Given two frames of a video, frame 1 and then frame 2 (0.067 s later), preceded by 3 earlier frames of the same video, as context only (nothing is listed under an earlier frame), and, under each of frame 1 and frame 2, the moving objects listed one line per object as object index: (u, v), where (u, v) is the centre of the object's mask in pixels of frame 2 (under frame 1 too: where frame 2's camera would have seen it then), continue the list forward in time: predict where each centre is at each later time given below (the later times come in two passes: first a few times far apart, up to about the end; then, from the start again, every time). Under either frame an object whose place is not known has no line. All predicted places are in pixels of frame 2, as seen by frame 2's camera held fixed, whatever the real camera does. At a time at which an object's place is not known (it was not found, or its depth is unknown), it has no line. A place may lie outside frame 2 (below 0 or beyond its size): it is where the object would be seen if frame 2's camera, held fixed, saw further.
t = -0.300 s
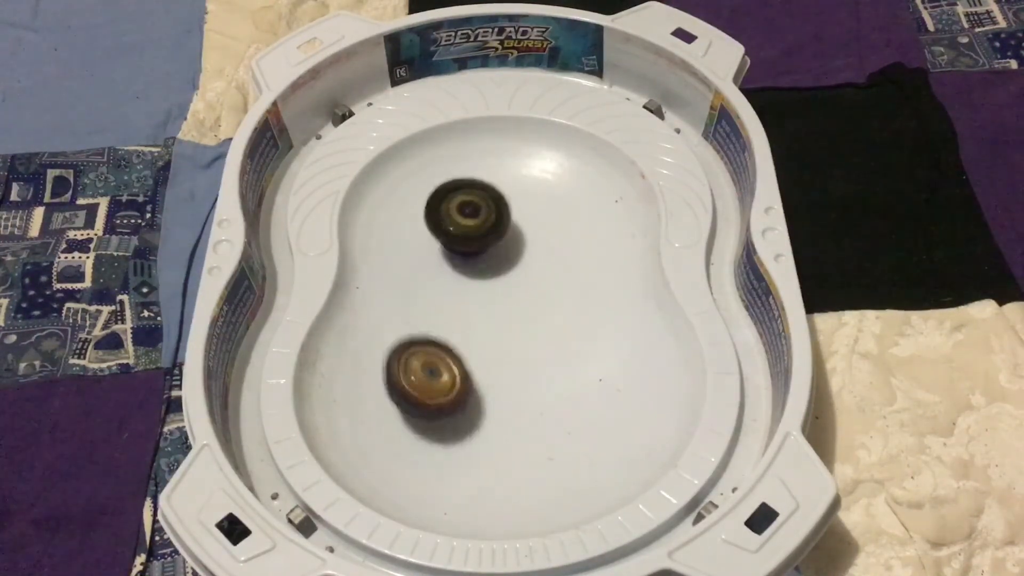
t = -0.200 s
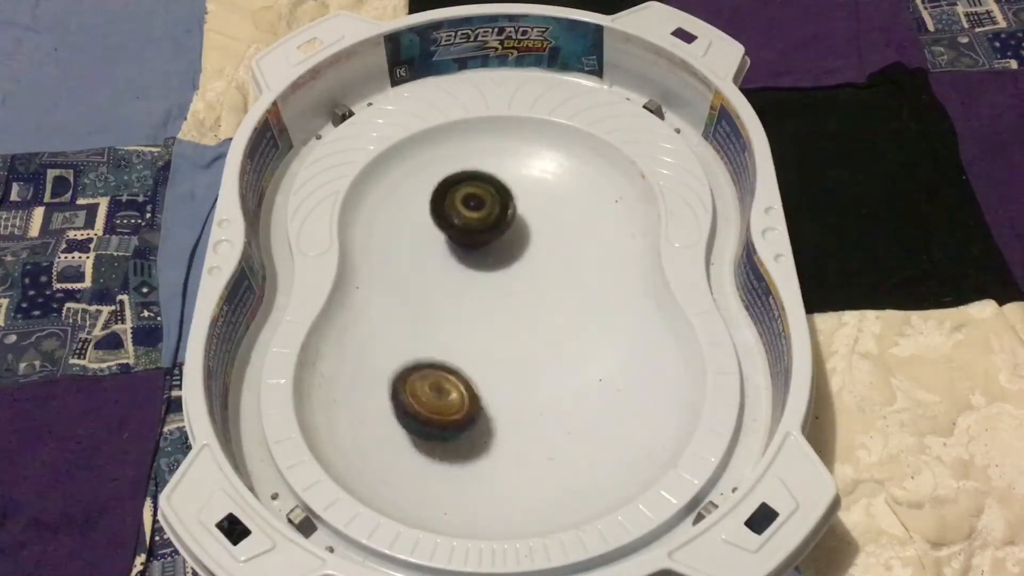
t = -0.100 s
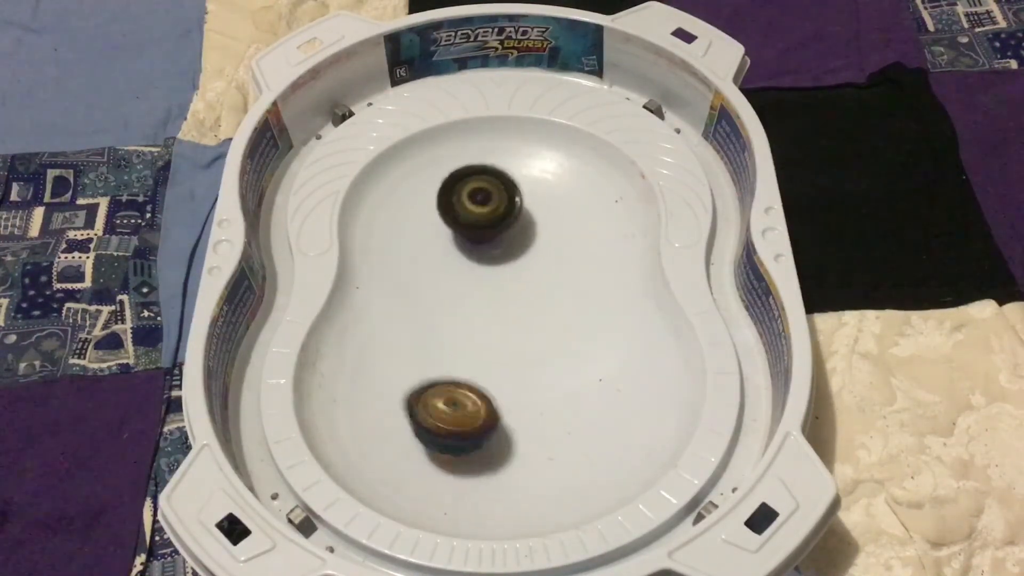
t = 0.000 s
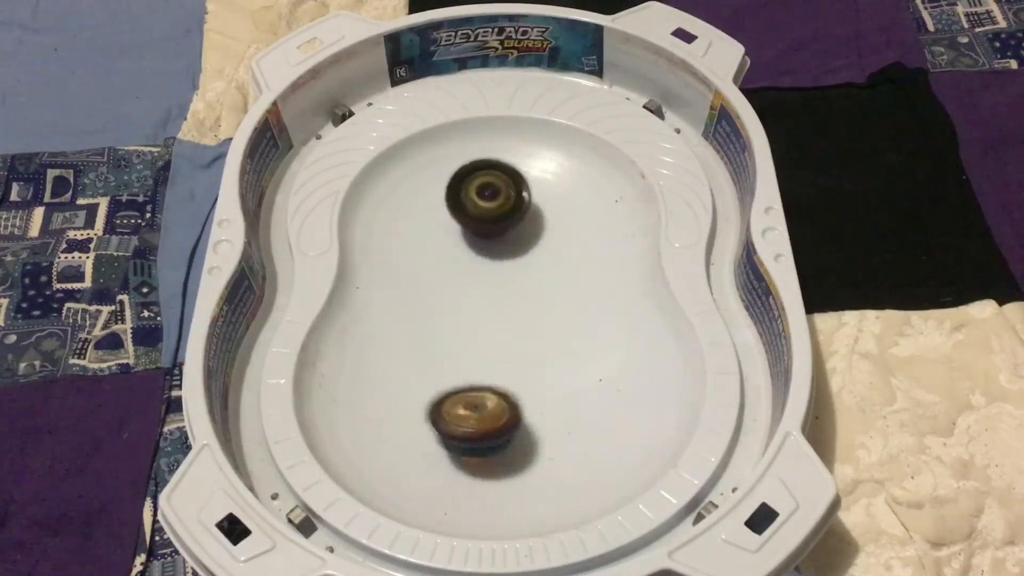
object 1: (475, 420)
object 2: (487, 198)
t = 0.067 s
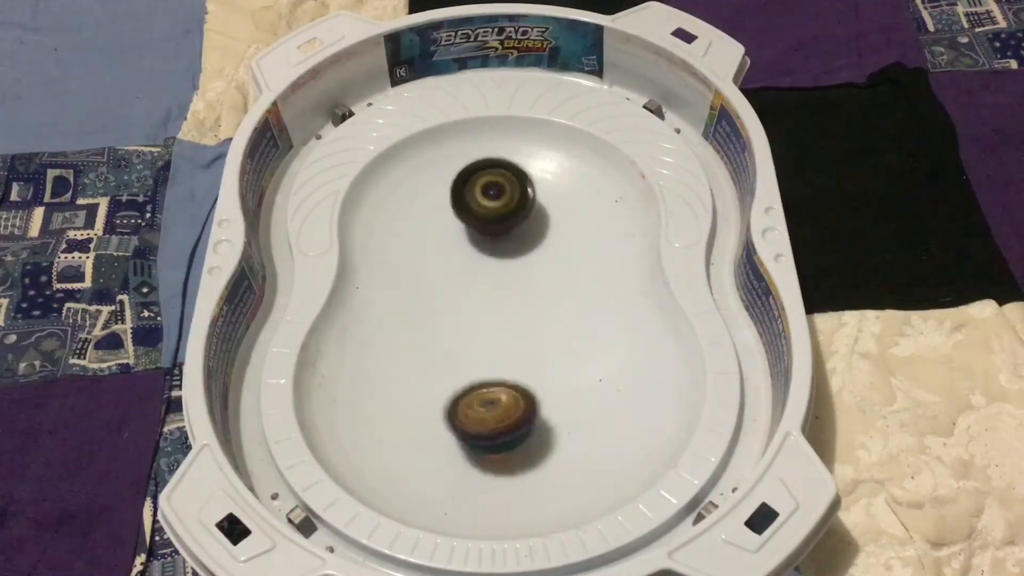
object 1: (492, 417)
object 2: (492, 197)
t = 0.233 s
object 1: (526, 387)
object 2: (504, 199)
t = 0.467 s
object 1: (525, 331)
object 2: (513, 212)
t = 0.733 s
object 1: (447, 291)
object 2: (494, 229)
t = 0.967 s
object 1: (393, 273)
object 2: (472, 235)
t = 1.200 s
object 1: (415, 312)
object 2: (487, 222)
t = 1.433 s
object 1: (531, 349)
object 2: (521, 199)
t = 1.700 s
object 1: (625, 347)
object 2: (523, 193)
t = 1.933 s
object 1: (588, 352)
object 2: (502, 208)
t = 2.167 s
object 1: (491, 382)
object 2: (465, 225)
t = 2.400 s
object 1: (413, 423)
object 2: (440, 241)
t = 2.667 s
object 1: (424, 425)
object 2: (454, 264)
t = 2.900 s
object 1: (471, 367)
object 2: (492, 280)
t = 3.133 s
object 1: (482, 368)
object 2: (544, 234)
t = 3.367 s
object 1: (467, 364)
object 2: (565, 190)
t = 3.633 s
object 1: (464, 365)
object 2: (503, 182)
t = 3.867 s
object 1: (479, 370)
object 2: (440, 210)
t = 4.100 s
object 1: (500, 364)
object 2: (423, 243)
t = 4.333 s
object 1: (503, 361)
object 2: (458, 280)
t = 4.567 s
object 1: (505, 384)
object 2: (515, 276)
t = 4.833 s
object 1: (509, 399)
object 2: (547, 262)
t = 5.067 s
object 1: (496, 387)
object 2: (524, 256)
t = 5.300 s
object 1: (471, 371)
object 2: (472, 252)
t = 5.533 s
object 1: (450, 368)
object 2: (449, 246)
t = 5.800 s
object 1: (462, 373)
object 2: (481, 242)
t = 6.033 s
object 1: (487, 365)
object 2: (523, 240)
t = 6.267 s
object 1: (496, 345)
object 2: (530, 242)
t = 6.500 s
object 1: (478, 332)
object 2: (495, 248)
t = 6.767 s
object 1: (460, 329)
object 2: (452, 247)
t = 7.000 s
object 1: (476, 333)
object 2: (458, 247)
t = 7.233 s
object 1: (498, 330)
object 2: (496, 249)
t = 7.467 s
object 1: (509, 324)
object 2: (526, 245)
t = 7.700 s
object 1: (501, 322)
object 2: (523, 245)
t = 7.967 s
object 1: (485, 330)
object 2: (485, 244)
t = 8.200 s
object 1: (485, 344)
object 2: (461, 237)
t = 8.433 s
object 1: (501, 352)
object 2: (474, 232)
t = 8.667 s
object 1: (514, 354)
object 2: (506, 232)
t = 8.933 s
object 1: (513, 356)
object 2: (514, 241)
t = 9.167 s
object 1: (503, 371)
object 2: (486, 251)
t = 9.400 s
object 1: (493, 387)
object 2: (461, 251)
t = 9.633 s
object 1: (480, 387)
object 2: (465, 253)
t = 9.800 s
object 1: (473, 376)
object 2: (484, 257)
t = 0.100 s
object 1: (500, 413)
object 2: (495, 196)
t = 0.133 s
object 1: (508, 408)
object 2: (498, 196)
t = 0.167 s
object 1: (514, 401)
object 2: (500, 196)
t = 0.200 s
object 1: (521, 394)
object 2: (502, 197)
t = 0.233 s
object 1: (526, 387)
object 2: (504, 199)
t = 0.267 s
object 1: (530, 380)
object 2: (507, 200)
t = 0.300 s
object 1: (532, 371)
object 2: (509, 201)
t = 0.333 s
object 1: (534, 363)
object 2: (510, 203)
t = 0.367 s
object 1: (535, 354)
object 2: (511, 205)
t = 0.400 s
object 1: (534, 346)
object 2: (512, 207)
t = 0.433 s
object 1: (530, 338)
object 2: (512, 209)
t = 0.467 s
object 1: (525, 331)
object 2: (513, 212)
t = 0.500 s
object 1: (519, 325)
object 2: (513, 214)
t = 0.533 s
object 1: (510, 319)
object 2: (512, 216)
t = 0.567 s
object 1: (502, 314)
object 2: (510, 218)
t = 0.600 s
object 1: (492, 309)
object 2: (508, 221)
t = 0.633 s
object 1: (480, 303)
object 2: (506, 223)
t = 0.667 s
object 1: (468, 299)
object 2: (503, 224)
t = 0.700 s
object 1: (458, 296)
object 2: (499, 227)
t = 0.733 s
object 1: (447, 291)
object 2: (494, 229)
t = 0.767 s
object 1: (435, 286)
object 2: (490, 231)
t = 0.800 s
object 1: (425, 286)
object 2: (487, 232)
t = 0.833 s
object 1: (413, 281)
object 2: (484, 233)
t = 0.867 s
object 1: (406, 278)
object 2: (481, 233)
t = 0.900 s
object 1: (400, 275)
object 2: (477, 234)
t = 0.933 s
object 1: (395, 273)
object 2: (474, 235)
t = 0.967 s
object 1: (393, 273)
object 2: (472, 235)
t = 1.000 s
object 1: (392, 274)
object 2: (469, 236)
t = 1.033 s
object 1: (393, 275)
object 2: (467, 236)
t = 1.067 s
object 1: (391, 281)
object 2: (469, 235)
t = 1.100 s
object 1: (392, 291)
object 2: (474, 233)
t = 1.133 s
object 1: (399, 300)
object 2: (477, 229)
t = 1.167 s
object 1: (407, 306)
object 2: (482, 226)
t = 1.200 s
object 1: (415, 312)
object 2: (487, 222)
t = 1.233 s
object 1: (425, 318)
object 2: (493, 218)
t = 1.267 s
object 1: (437, 324)
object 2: (498, 215)
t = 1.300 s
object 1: (452, 329)
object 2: (503, 211)
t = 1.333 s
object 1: (470, 335)
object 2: (508, 208)
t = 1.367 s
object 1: (490, 341)
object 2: (514, 205)
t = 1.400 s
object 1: (511, 345)
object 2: (518, 201)
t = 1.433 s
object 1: (531, 349)
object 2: (521, 199)
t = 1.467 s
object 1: (552, 351)
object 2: (524, 197)
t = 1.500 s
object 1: (572, 353)
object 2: (526, 195)
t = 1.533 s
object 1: (589, 351)
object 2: (527, 193)
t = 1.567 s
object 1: (603, 350)
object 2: (527, 193)
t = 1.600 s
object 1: (612, 349)
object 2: (527, 192)
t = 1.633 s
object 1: (619, 348)
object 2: (527, 191)
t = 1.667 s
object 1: (623, 347)
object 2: (525, 192)
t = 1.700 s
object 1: (625, 347)
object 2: (523, 193)
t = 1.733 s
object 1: (625, 347)
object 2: (521, 194)
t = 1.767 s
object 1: (623, 348)
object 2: (519, 196)
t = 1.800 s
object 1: (618, 349)
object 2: (516, 198)
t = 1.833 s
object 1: (612, 350)
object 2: (513, 201)
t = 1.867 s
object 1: (605, 350)
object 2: (510, 203)
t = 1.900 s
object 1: (597, 351)
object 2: (506, 205)
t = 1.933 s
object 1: (588, 352)
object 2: (502, 208)
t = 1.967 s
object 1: (580, 353)
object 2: (497, 211)
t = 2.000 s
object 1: (569, 356)
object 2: (493, 213)
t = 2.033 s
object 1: (556, 360)
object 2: (487, 215)
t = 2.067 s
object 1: (540, 365)
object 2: (481, 218)
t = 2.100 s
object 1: (524, 370)
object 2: (476, 221)
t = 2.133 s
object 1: (507, 377)
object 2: (471, 223)
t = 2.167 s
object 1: (491, 382)
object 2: (465, 225)
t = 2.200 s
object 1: (476, 389)
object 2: (459, 228)
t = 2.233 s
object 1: (460, 396)
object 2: (455, 230)
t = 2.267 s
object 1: (446, 403)
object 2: (450, 232)
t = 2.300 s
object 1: (435, 411)
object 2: (446, 234)
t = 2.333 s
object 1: (425, 415)
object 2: (444, 237)
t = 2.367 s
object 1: (417, 420)
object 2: (442, 239)
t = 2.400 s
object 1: (413, 423)
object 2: (440, 241)
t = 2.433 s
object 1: (409, 425)
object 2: (439, 244)
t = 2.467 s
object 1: (406, 427)
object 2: (440, 247)
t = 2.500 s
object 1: (406, 429)
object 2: (441, 249)
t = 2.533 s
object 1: (406, 430)
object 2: (442, 253)
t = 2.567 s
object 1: (409, 430)
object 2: (444, 255)
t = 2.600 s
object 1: (413, 429)
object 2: (448, 258)
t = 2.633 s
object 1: (418, 428)
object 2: (450, 260)
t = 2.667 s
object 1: (424, 425)
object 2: (454, 264)
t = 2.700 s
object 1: (430, 421)
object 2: (460, 266)
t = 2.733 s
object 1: (436, 417)
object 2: (464, 268)
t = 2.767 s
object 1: (442, 410)
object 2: (469, 271)
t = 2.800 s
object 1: (448, 403)
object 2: (476, 273)
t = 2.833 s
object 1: (456, 392)
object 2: (481, 275)
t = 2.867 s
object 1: (464, 381)
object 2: (486, 278)
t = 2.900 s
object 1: (471, 367)
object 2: (492, 280)
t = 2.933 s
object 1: (476, 362)
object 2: (500, 275)
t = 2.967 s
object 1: (480, 369)
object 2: (506, 265)
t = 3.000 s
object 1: (483, 373)
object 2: (515, 259)
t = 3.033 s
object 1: (487, 374)
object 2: (522, 252)
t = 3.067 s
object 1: (488, 372)
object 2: (529, 246)
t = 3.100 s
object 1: (485, 368)
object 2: (536, 239)
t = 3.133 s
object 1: (482, 368)
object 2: (544, 234)
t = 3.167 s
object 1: (482, 366)
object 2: (550, 227)
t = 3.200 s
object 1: (480, 364)
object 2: (556, 220)
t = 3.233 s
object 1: (475, 364)
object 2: (561, 214)
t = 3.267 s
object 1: (474, 365)
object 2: (564, 207)
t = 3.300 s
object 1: (473, 364)
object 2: (567, 201)
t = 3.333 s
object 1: (469, 363)
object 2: (567, 195)
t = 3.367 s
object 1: (467, 364)
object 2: (565, 190)
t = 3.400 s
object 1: (466, 364)
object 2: (562, 186)
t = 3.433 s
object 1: (465, 363)
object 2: (557, 181)
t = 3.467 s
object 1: (463, 364)
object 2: (549, 178)
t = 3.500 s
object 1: (463, 364)
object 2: (541, 178)
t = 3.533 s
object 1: (463, 364)
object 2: (532, 177)
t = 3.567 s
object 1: (462, 365)
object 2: (522, 178)
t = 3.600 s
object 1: (463, 366)
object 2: (513, 180)
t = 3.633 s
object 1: (464, 365)
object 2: (503, 182)
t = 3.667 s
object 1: (466, 366)
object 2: (492, 186)
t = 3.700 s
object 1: (467, 367)
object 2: (482, 189)
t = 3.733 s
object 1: (470, 368)
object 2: (473, 193)
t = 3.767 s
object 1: (472, 368)
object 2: (463, 197)
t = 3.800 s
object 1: (474, 369)
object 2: (455, 202)
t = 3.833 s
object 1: (477, 369)
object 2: (447, 206)
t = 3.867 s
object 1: (479, 370)
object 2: (440, 210)
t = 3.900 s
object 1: (483, 369)
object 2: (435, 214)
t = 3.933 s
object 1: (486, 369)
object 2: (429, 219)
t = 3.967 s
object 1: (489, 368)
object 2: (425, 224)
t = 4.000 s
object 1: (492, 368)
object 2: (423, 229)
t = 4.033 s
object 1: (495, 367)
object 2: (421, 233)
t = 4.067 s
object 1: (498, 366)
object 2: (421, 239)
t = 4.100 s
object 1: (500, 364)
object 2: (423, 243)
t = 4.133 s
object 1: (502, 364)
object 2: (424, 249)
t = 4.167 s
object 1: (503, 363)
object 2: (428, 255)
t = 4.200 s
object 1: (504, 363)
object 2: (432, 260)
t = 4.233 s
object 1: (505, 363)
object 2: (437, 265)
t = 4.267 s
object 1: (505, 362)
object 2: (444, 271)
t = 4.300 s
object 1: (505, 362)
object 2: (452, 275)
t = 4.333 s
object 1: (503, 361)
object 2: (458, 280)
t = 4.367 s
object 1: (503, 362)
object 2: (467, 283)
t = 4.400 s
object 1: (503, 363)
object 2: (474, 286)
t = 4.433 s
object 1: (505, 367)
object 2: (484, 284)
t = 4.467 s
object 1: (507, 371)
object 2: (493, 282)
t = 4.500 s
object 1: (507, 374)
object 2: (498, 280)
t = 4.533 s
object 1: (505, 379)
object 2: (507, 278)
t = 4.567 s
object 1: (505, 384)
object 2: (515, 276)
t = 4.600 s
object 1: (507, 388)
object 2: (521, 274)
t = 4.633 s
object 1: (506, 390)
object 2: (529, 271)
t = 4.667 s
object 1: (505, 392)
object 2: (533, 270)
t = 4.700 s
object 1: (506, 396)
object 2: (539, 269)
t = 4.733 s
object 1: (508, 398)
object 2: (543, 266)
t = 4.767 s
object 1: (508, 399)
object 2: (544, 266)
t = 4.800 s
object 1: (507, 400)
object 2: (547, 263)
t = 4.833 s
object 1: (509, 399)
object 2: (547, 262)
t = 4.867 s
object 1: (508, 399)
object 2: (547, 261)
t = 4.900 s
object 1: (507, 398)
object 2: (545, 259)
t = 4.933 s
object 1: (506, 396)
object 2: (543, 258)
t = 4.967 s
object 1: (505, 393)
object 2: (541, 258)
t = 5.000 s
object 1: (501, 391)
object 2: (535, 257)
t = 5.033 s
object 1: (499, 389)
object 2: (531, 257)
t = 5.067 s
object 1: (496, 387)
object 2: (524, 256)
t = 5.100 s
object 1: (493, 383)
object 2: (517, 256)
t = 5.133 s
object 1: (489, 381)
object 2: (510, 256)
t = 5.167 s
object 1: (486, 378)
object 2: (501, 255)
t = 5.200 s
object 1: (483, 376)
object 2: (494, 255)
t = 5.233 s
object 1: (480, 374)
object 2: (486, 254)
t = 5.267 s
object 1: (476, 371)
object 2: (479, 253)
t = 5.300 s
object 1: (471, 371)
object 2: (472, 252)
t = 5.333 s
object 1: (467, 370)
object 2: (465, 251)
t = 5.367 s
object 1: (464, 370)
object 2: (460, 250)
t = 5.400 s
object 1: (460, 368)
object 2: (455, 249)
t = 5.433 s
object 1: (457, 368)
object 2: (452, 248)
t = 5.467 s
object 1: (453, 368)
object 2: (451, 247)
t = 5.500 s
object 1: (452, 368)
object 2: (449, 247)
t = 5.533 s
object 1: (450, 368)
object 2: (449, 246)
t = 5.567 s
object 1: (449, 369)
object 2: (450, 246)
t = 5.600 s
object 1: (449, 370)
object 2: (452, 246)
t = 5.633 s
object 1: (450, 370)
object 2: (454, 245)
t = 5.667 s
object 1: (451, 371)
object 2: (458, 245)
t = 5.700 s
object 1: (453, 372)
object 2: (463, 244)
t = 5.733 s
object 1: (456, 373)
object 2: (468, 244)
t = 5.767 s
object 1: (459, 373)
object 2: (475, 243)
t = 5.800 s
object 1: (462, 373)
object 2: (481, 242)
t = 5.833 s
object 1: (465, 374)
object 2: (489, 242)
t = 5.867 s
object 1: (469, 374)
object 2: (494, 240)
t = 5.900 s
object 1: (472, 373)
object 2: (502, 240)
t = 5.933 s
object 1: (476, 371)
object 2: (508, 240)
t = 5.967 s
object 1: (479, 370)
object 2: (514, 240)
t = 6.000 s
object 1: (483, 368)
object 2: (520, 240)
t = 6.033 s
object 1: (487, 365)
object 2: (523, 240)
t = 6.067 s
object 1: (490, 363)
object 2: (529, 240)
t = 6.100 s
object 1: (492, 360)
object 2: (530, 240)
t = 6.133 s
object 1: (494, 357)
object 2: (532, 240)
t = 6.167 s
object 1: (496, 353)
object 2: (533, 240)
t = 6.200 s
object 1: (496, 351)
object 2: (533, 241)
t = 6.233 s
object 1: (496, 348)
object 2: (533, 241)
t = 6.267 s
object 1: (496, 345)
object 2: (530, 242)
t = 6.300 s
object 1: (495, 342)
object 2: (529, 243)
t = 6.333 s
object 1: (492, 340)
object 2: (524, 244)
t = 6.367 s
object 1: (490, 339)
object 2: (521, 245)
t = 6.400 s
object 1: (487, 337)
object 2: (515, 245)
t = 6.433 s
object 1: (485, 335)
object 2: (509, 246)
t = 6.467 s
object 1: (481, 333)
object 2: (503, 247)
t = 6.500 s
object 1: (478, 332)
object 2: (495, 248)
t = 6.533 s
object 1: (474, 332)
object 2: (489, 247)
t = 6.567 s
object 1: (471, 331)
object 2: (481, 248)
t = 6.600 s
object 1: (468, 331)
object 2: (476, 248)
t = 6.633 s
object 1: (465, 330)
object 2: (468, 248)
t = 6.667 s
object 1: (463, 329)
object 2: (463, 248)
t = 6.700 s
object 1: (461, 329)
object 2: (458, 247)
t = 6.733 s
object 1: (461, 329)
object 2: (454, 247)
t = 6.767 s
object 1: (460, 329)
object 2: (452, 247)
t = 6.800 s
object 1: (461, 330)
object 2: (450, 247)
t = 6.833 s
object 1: (461, 329)
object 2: (449, 247)
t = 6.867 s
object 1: (464, 331)
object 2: (449, 247)
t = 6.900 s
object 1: (466, 331)
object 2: (451, 247)
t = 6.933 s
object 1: (469, 331)
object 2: (451, 247)
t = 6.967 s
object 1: (472, 332)
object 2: (455, 247)
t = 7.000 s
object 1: (476, 333)
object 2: (458, 247)
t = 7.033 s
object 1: (479, 333)
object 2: (463, 248)
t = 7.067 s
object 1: (482, 333)
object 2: (468, 248)
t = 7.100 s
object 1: (485, 333)
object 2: (473, 248)
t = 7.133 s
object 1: (490, 332)
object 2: (479, 248)
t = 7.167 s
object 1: (493, 331)
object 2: (484, 249)
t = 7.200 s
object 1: (494, 330)
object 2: (491, 249)
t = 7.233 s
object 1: (498, 330)
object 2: (496, 249)
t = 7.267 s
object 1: (502, 329)
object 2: (504, 248)
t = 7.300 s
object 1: (505, 328)
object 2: (507, 248)
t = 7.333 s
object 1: (505, 327)
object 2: (512, 246)
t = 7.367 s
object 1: (506, 328)
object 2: (517, 245)
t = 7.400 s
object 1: (509, 327)
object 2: (521, 245)
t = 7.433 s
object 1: (511, 325)
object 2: (524, 244)
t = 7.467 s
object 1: (509, 324)
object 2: (526, 245)
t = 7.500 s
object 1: (508, 324)
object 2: (528, 244)
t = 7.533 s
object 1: (509, 324)
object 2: (529, 244)
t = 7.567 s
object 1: (509, 322)
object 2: (529, 244)
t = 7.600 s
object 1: (505, 321)
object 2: (529, 244)
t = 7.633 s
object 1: (504, 322)
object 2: (528, 244)
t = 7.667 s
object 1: (503, 322)
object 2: (525, 245)
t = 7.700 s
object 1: (501, 322)
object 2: (523, 245)
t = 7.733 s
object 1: (497, 322)
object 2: (520, 245)
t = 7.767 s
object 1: (495, 324)
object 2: (517, 245)
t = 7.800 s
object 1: (494, 324)
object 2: (511, 246)
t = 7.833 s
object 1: (493, 324)
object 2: (507, 246)
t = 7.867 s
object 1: (488, 326)
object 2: (501, 245)
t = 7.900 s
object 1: (487, 328)
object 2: (496, 245)
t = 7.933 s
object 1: (486, 329)
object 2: (489, 245)
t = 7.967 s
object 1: (485, 330)
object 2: (485, 244)
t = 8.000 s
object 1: (483, 331)
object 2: (479, 243)
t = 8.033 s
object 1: (482, 333)
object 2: (475, 242)
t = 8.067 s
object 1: (483, 336)
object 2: (470, 241)
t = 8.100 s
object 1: (483, 337)
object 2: (467, 240)
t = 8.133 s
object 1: (483, 340)
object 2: (464, 239)
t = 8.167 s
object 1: (484, 343)
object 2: (463, 238)
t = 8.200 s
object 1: (485, 344)
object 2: (461, 237)
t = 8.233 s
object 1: (487, 346)
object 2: (461, 236)
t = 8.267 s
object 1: (488, 347)
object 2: (461, 235)
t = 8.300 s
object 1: (491, 349)
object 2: (462, 235)
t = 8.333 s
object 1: (493, 350)
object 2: (465, 233)
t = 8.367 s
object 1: (496, 350)
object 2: (467, 234)
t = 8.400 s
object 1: (498, 351)
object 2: (470, 232)
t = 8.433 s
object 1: (501, 352)
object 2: (474, 232)
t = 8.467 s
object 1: (503, 353)
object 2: (479, 231)
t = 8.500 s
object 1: (507, 353)
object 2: (483, 232)
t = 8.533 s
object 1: (508, 354)
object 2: (488, 231)
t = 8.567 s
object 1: (510, 354)
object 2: (492, 231)
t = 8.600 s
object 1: (512, 355)
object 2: (498, 231)
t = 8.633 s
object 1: (515, 354)
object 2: (501, 232)
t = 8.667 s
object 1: (514, 354)
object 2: (506, 232)
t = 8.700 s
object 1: (515, 354)
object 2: (508, 233)
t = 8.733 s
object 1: (516, 355)
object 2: (511, 234)
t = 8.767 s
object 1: (517, 354)
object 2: (513, 235)
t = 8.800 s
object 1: (516, 354)
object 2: (515, 236)
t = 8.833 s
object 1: (515, 355)
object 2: (515, 237)
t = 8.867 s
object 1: (514, 355)
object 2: (515, 238)
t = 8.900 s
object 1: (514, 356)
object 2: (514, 240)
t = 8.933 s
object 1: (513, 356)
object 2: (514, 241)
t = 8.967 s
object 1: (511, 358)
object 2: (511, 243)
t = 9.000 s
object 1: (510, 360)
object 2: (509, 244)
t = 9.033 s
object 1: (509, 362)
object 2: (504, 246)
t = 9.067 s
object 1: (507, 364)
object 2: (501, 247)
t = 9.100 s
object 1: (505, 366)
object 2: (496, 248)
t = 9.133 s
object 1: (504, 369)
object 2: (492, 249)
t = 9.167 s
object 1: (503, 371)
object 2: (486, 251)
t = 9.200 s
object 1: (501, 373)
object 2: (482, 251)
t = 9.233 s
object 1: (501, 376)
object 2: (476, 252)
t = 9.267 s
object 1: (499, 379)
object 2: (472, 251)
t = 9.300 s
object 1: (498, 380)
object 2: (468, 252)
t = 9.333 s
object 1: (497, 383)
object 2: (465, 252)
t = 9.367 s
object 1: (496, 385)
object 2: (462, 252)
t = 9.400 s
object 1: (493, 387)
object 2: (461, 251)
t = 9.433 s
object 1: (492, 388)
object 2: (459, 251)
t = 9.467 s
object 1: (490, 390)
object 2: (459, 251)
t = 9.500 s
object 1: (489, 390)
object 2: (458, 251)
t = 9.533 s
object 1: (486, 390)
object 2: (460, 251)
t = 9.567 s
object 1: (484, 390)
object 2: (460, 253)
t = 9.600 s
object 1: (482, 388)
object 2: (462, 252)
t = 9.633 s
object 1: (480, 387)
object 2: (465, 253)
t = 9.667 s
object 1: (479, 385)
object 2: (468, 253)
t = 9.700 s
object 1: (478, 383)
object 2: (472, 255)
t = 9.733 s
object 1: (477, 380)
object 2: (475, 254)
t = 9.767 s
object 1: (476, 378)
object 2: (481, 256)
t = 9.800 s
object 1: (473, 376)
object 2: (484, 257)
